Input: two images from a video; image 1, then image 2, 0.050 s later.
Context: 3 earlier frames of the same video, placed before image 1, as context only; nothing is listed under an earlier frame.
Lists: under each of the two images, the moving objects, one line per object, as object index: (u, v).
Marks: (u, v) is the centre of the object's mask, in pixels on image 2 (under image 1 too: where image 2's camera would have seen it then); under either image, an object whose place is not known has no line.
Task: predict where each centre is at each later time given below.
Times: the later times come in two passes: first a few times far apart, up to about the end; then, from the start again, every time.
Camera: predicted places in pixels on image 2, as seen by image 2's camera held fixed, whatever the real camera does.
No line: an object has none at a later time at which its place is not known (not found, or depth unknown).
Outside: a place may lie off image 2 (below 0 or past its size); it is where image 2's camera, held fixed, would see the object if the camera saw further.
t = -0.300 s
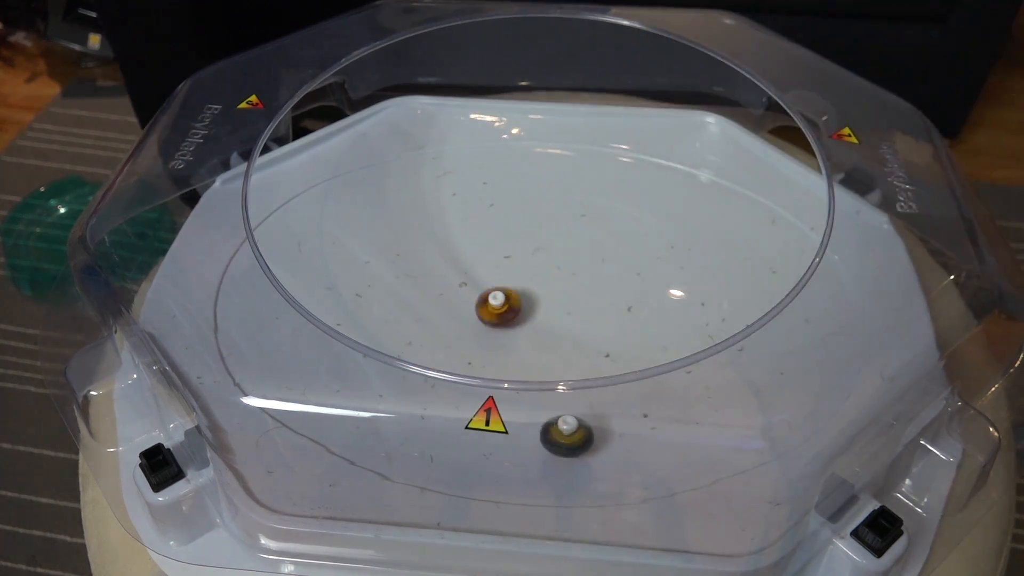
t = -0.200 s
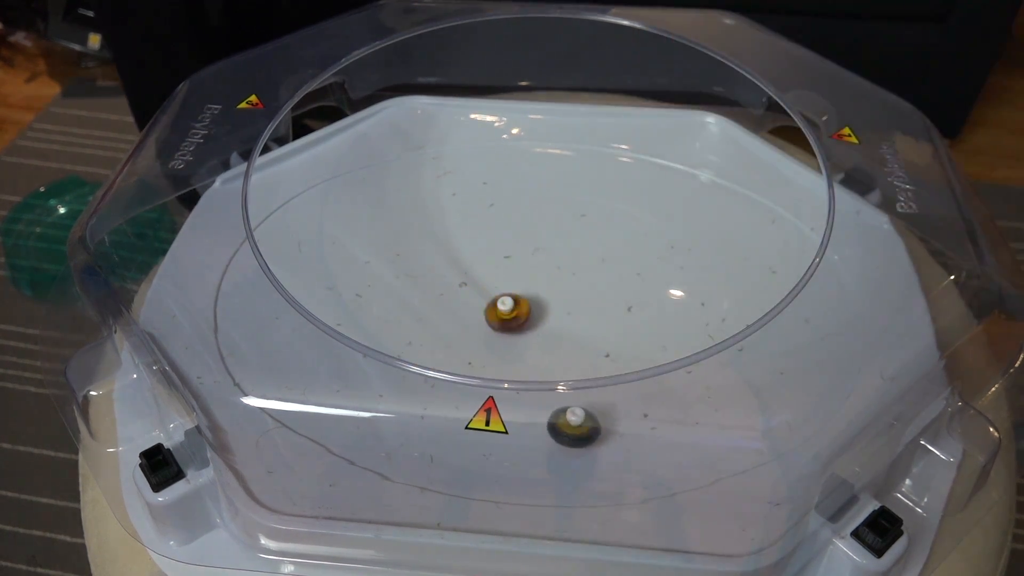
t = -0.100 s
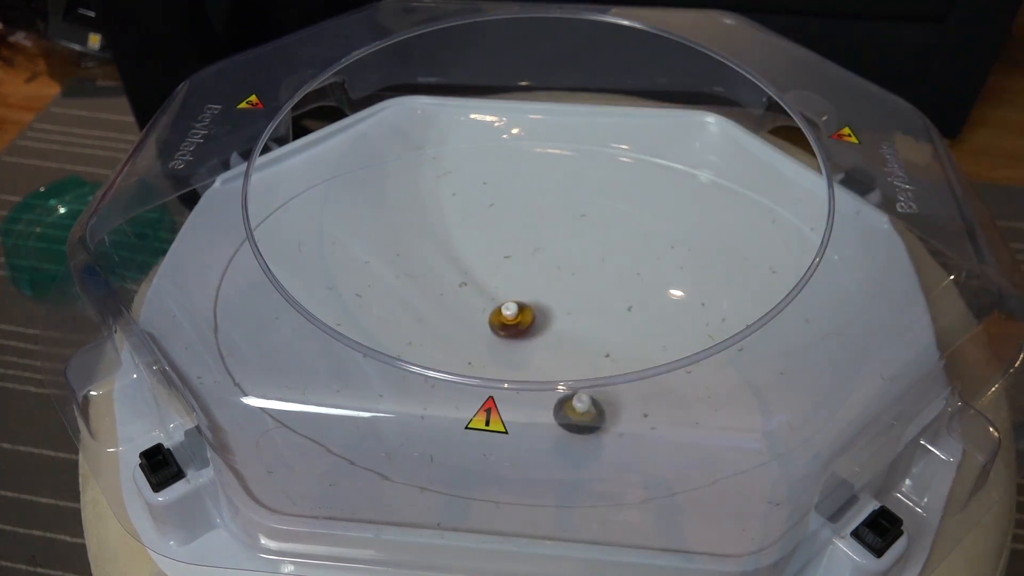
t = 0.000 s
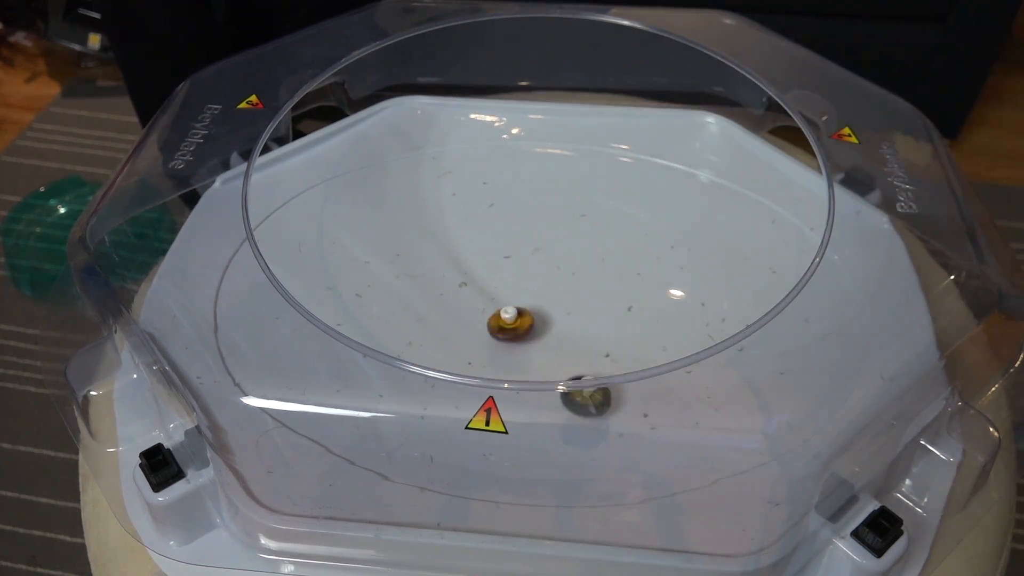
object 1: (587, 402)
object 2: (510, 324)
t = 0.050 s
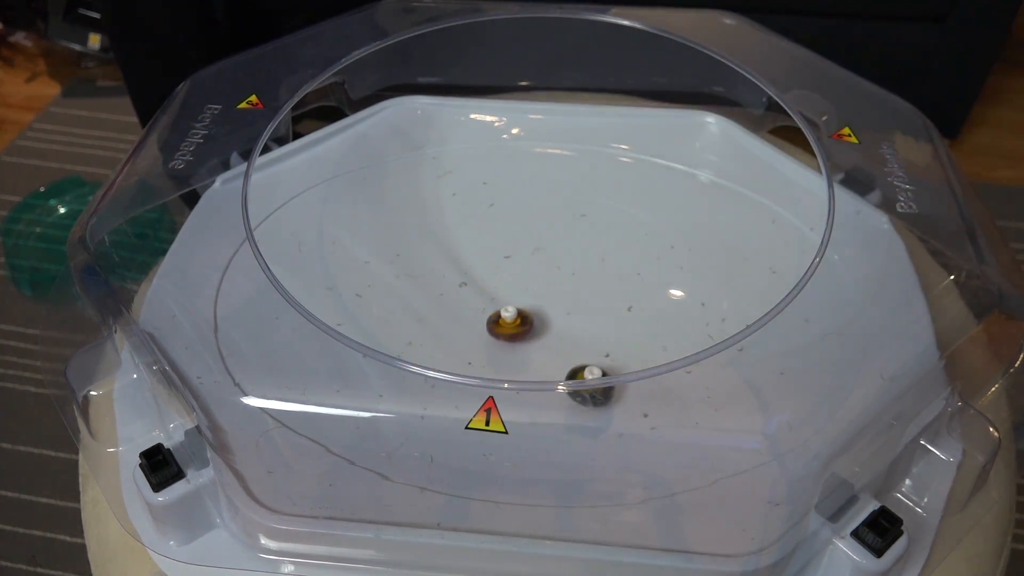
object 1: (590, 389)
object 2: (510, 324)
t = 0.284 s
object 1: (606, 322)
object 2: (509, 315)
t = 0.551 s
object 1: (607, 267)
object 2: (526, 304)
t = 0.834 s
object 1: (604, 255)
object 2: (530, 316)
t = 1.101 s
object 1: (595, 266)
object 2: (512, 314)
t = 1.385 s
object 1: (563, 285)
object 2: (517, 299)
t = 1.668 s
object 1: (555, 286)
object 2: (494, 294)
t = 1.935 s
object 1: (541, 280)
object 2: (490, 281)
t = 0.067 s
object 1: (589, 379)
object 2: (509, 324)
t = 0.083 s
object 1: (591, 375)
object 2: (509, 324)
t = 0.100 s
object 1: (591, 367)
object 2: (510, 323)
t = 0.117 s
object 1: (593, 365)
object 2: (510, 323)
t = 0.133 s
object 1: (594, 362)
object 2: (510, 322)
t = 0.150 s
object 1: (596, 360)
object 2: (510, 322)
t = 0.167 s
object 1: (598, 356)
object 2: (509, 321)
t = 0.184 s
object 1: (599, 351)
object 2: (510, 321)
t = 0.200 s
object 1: (601, 347)
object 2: (509, 320)
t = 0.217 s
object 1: (602, 342)
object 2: (509, 319)
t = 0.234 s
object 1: (603, 337)
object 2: (509, 318)
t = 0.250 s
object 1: (604, 332)
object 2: (509, 317)
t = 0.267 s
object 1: (605, 327)
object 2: (509, 316)
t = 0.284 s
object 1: (606, 322)
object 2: (509, 315)
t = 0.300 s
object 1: (607, 317)
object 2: (510, 314)
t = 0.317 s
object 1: (608, 312)
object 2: (509, 313)
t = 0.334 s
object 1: (608, 308)
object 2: (510, 311)
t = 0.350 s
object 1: (609, 303)
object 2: (511, 310)
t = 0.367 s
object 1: (609, 298)
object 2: (512, 309)
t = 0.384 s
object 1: (610, 294)
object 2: (513, 308)
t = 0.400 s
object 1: (609, 290)
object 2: (513, 308)
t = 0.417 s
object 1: (609, 286)
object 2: (515, 306)
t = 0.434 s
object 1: (609, 283)
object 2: (516, 306)
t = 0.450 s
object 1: (609, 281)
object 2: (517, 305)
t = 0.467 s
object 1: (609, 278)
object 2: (519, 305)
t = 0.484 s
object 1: (608, 276)
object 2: (520, 304)
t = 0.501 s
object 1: (608, 274)
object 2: (521, 304)
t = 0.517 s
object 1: (608, 271)
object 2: (523, 304)
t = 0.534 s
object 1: (608, 269)
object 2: (524, 304)
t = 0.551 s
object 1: (607, 267)
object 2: (526, 304)
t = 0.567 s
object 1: (607, 265)
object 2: (527, 305)
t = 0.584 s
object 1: (606, 263)
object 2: (528, 305)
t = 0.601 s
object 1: (606, 262)
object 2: (529, 306)
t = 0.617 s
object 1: (606, 260)
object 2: (530, 306)
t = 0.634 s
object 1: (606, 259)
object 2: (531, 307)
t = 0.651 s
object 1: (606, 259)
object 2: (532, 307)
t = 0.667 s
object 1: (606, 258)
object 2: (532, 308)
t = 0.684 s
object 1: (605, 257)
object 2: (532, 309)
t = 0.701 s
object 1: (605, 256)
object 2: (533, 310)
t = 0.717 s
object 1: (605, 256)
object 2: (533, 310)
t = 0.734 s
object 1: (605, 256)
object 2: (533, 312)
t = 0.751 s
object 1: (605, 256)
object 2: (533, 313)
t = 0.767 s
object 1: (604, 256)
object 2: (533, 314)
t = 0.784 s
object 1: (604, 256)
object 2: (533, 314)
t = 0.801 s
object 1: (604, 255)
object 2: (532, 315)
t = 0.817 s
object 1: (604, 255)
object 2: (531, 316)
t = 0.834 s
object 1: (604, 255)
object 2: (530, 316)
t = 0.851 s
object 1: (604, 256)
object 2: (530, 317)
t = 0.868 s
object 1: (604, 256)
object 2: (528, 317)
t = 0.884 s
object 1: (604, 256)
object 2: (527, 318)
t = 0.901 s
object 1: (603, 256)
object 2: (526, 318)
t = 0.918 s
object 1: (603, 257)
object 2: (525, 319)
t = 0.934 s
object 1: (603, 257)
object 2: (524, 319)
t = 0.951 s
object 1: (602, 258)
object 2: (522, 319)
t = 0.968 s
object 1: (602, 259)
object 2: (521, 319)
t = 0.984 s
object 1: (601, 259)
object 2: (520, 318)
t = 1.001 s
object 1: (601, 260)
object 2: (518, 318)
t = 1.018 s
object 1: (600, 261)
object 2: (517, 317)
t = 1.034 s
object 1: (599, 262)
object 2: (516, 317)
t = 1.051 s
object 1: (598, 263)
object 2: (515, 316)
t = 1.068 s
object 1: (597, 264)
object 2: (514, 315)
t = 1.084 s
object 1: (596, 265)
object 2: (513, 315)
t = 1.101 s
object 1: (595, 266)
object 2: (512, 314)
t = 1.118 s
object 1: (594, 267)
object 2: (512, 313)
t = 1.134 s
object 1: (593, 268)
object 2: (511, 311)
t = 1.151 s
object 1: (591, 269)
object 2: (511, 310)
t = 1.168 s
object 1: (590, 270)
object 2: (511, 309)
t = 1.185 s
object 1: (588, 272)
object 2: (511, 308)
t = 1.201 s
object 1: (587, 273)
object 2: (511, 307)
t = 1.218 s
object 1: (585, 274)
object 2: (511, 306)
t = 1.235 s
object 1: (583, 275)
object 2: (512, 305)
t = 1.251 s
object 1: (581, 276)
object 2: (512, 304)
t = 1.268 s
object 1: (579, 278)
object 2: (513, 303)
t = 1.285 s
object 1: (576, 279)
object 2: (514, 302)
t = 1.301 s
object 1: (573, 280)
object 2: (515, 301)
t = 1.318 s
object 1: (571, 281)
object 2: (516, 300)
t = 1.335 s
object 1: (568, 282)
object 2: (517, 299)
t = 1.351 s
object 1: (565, 283)
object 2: (518, 299)
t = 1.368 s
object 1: (562, 285)
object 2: (520, 298)
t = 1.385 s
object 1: (563, 285)
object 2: (517, 299)
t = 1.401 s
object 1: (564, 285)
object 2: (514, 299)
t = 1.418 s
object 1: (565, 285)
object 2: (512, 299)
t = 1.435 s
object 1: (564, 285)
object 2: (511, 299)
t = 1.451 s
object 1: (563, 286)
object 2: (510, 298)
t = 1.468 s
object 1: (562, 286)
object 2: (510, 298)
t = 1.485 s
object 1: (560, 286)
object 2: (510, 298)
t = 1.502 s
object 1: (559, 286)
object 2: (509, 298)
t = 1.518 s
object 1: (557, 287)
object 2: (510, 297)
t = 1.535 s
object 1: (556, 287)
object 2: (510, 297)
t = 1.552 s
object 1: (555, 287)
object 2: (509, 297)
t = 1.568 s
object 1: (554, 287)
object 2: (510, 297)
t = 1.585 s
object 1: (555, 286)
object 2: (507, 297)
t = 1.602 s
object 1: (557, 286)
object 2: (503, 297)
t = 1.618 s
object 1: (557, 286)
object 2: (501, 296)
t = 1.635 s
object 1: (557, 286)
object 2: (498, 295)
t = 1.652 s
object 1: (556, 286)
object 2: (495, 295)
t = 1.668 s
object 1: (555, 286)
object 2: (494, 294)
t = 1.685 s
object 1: (554, 285)
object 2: (491, 293)
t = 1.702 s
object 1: (553, 285)
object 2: (490, 292)
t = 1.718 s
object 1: (553, 285)
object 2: (489, 291)
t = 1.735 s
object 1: (552, 285)
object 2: (487, 290)
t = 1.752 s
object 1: (550, 284)
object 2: (486, 289)
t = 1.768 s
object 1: (550, 284)
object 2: (486, 287)
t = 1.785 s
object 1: (549, 284)
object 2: (485, 287)
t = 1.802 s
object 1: (548, 283)
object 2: (485, 286)
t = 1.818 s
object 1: (547, 283)
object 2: (484, 284)
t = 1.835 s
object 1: (546, 282)
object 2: (484, 284)
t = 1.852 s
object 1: (545, 282)
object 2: (486, 284)
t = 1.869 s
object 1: (544, 282)
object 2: (486, 282)
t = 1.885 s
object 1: (543, 281)
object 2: (486, 282)
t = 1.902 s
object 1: (542, 281)
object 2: (488, 282)
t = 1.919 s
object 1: (542, 281)
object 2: (488, 281)
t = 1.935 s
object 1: (541, 280)
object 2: (490, 281)
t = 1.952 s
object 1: (540, 280)
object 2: (491, 282)
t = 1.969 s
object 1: (539, 280)
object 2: (493, 282)
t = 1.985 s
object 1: (540, 279)
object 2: (493, 281)
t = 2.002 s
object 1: (543, 279)
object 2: (490, 281)
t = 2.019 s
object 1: (546, 279)
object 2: (488, 281)
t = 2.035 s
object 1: (547, 279)
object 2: (487, 281)
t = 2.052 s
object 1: (548, 279)
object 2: (487, 281)
